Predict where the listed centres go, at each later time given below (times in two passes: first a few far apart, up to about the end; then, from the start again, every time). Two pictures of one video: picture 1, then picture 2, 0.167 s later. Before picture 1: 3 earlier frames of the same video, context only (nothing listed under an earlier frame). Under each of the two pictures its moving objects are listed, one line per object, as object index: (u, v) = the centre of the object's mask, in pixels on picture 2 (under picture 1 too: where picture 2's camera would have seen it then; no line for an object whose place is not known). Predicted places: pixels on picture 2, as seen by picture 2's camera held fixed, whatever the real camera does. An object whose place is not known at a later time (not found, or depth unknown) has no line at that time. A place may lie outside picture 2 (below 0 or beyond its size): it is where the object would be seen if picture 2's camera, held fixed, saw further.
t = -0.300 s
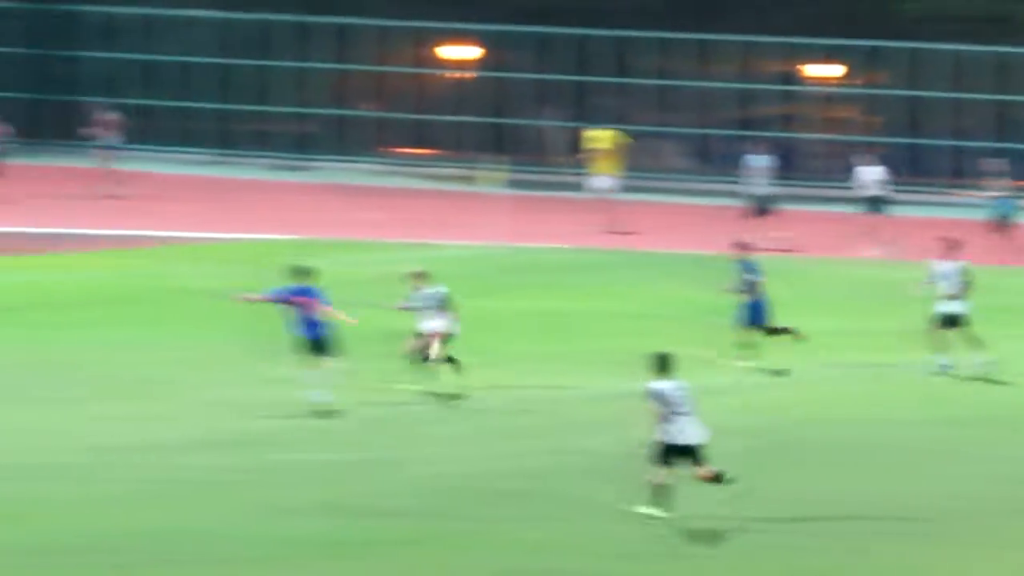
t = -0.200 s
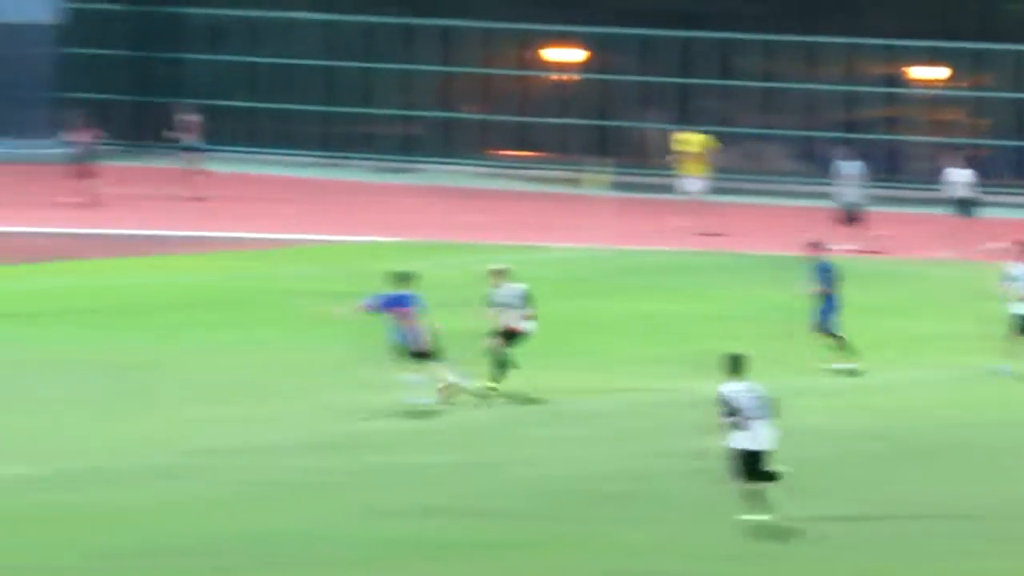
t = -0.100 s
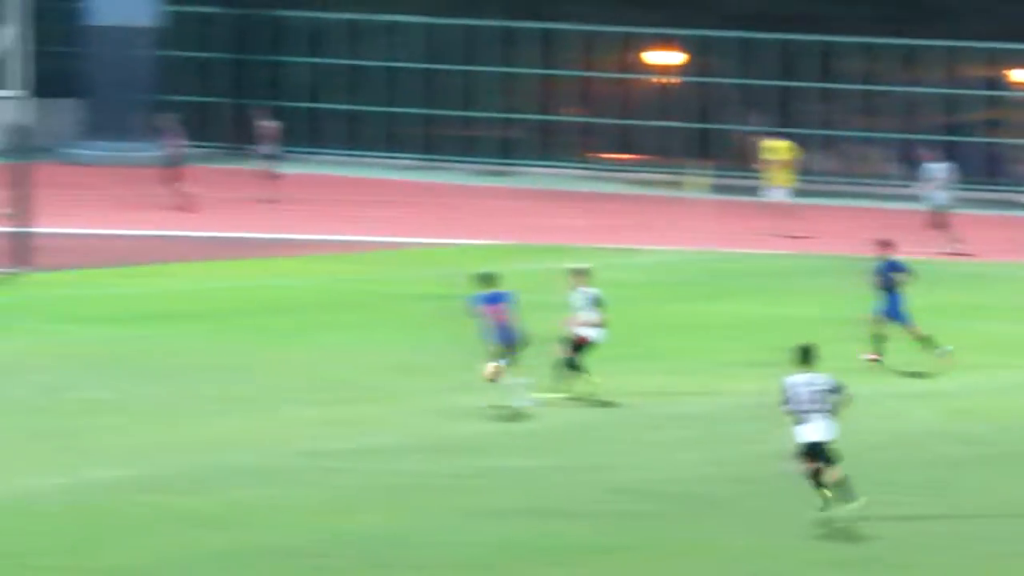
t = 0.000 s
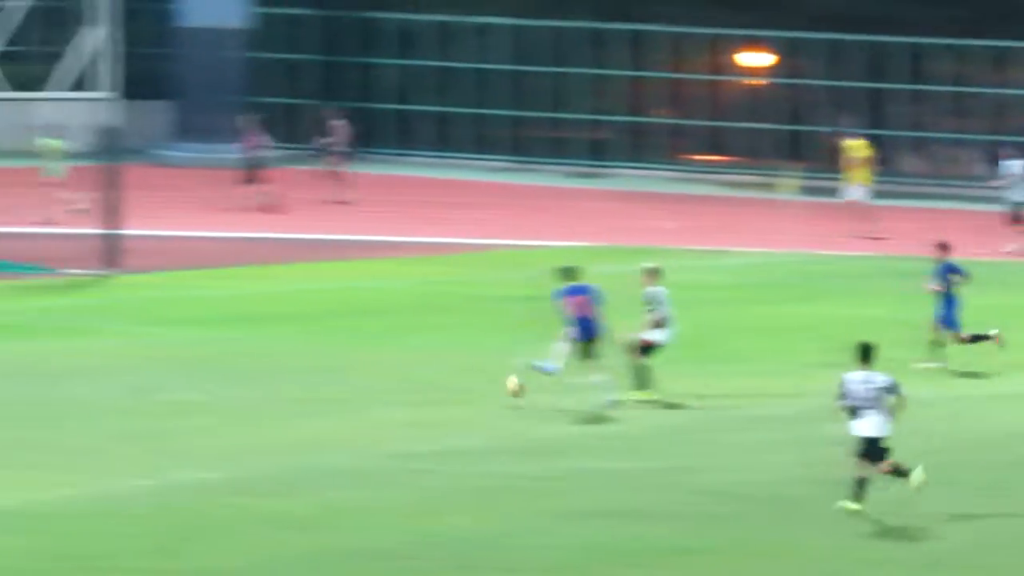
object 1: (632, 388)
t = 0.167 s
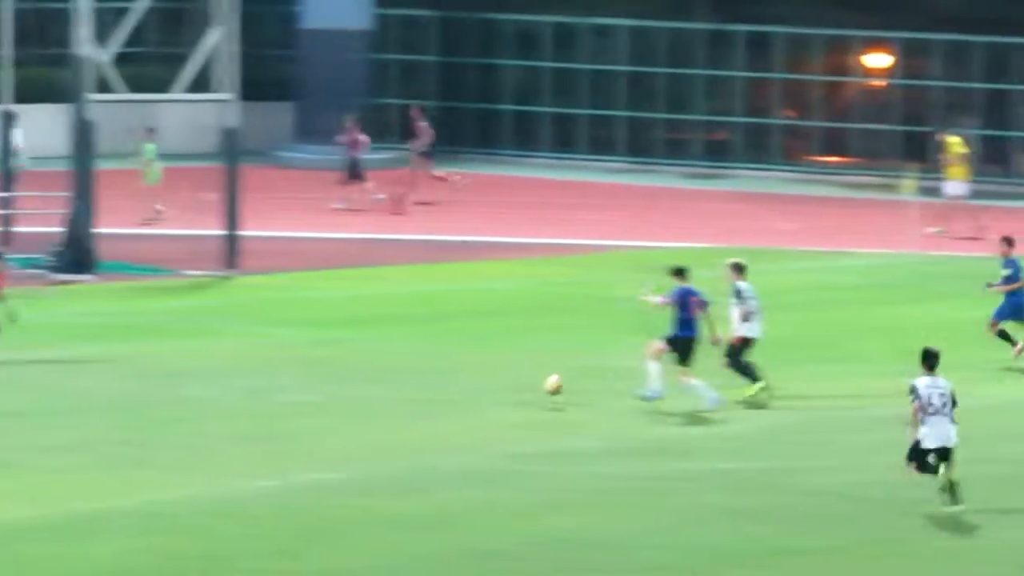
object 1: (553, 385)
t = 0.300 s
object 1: (499, 382)
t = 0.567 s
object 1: (393, 391)
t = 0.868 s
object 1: (273, 395)
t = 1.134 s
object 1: (167, 399)
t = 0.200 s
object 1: (538, 382)
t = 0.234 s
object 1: (525, 381)
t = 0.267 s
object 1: (513, 381)
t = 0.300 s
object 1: (499, 382)
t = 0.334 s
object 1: (486, 383)
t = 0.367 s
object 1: (474, 386)
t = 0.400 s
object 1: (461, 390)
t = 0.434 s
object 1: (447, 394)
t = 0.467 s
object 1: (434, 396)
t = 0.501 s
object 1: (421, 394)
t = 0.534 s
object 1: (407, 392)
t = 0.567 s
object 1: (393, 391)
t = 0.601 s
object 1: (380, 390)
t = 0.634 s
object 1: (367, 391)
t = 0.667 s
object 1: (354, 392)
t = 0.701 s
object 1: (339, 395)
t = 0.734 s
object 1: (325, 399)
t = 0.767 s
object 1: (311, 399)
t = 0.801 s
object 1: (298, 397)
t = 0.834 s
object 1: (286, 396)
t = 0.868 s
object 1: (273, 395)
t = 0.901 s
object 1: (260, 395)
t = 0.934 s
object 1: (247, 396)
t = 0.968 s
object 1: (232, 399)
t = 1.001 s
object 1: (219, 401)
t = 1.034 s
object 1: (206, 401)
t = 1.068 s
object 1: (194, 400)
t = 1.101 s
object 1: (180, 399)
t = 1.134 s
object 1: (167, 399)
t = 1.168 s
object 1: (154, 402)
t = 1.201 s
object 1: (141, 403)
